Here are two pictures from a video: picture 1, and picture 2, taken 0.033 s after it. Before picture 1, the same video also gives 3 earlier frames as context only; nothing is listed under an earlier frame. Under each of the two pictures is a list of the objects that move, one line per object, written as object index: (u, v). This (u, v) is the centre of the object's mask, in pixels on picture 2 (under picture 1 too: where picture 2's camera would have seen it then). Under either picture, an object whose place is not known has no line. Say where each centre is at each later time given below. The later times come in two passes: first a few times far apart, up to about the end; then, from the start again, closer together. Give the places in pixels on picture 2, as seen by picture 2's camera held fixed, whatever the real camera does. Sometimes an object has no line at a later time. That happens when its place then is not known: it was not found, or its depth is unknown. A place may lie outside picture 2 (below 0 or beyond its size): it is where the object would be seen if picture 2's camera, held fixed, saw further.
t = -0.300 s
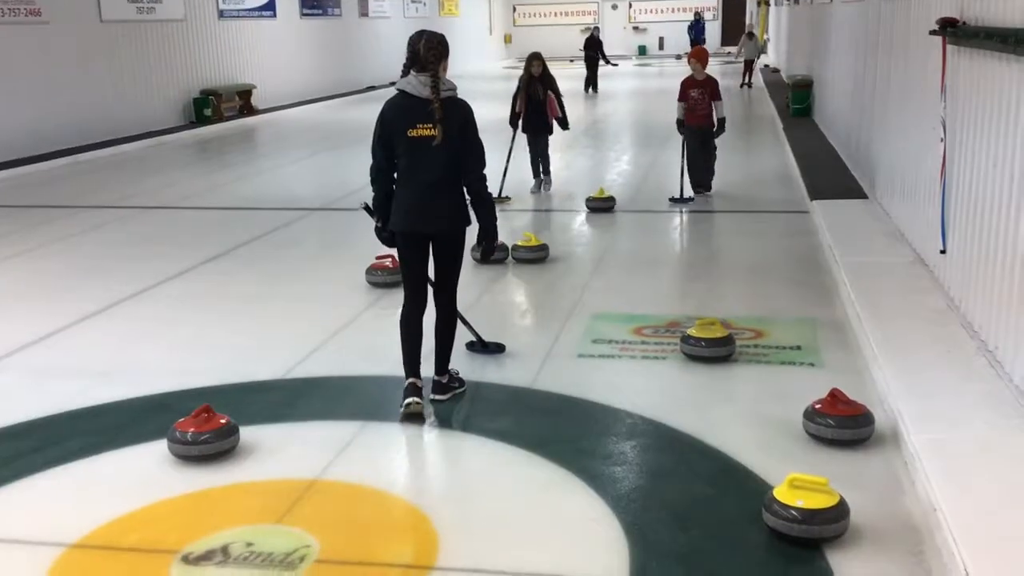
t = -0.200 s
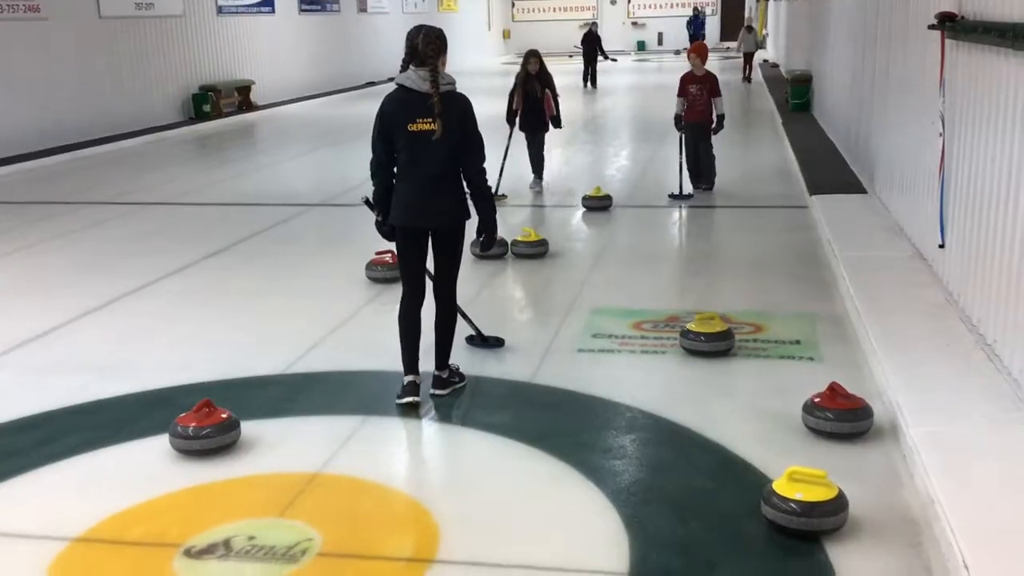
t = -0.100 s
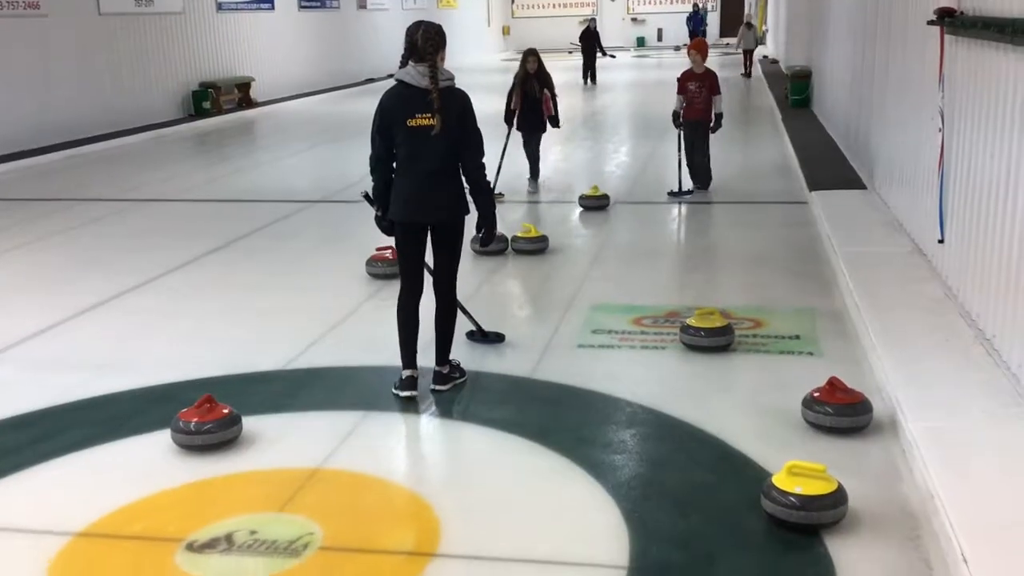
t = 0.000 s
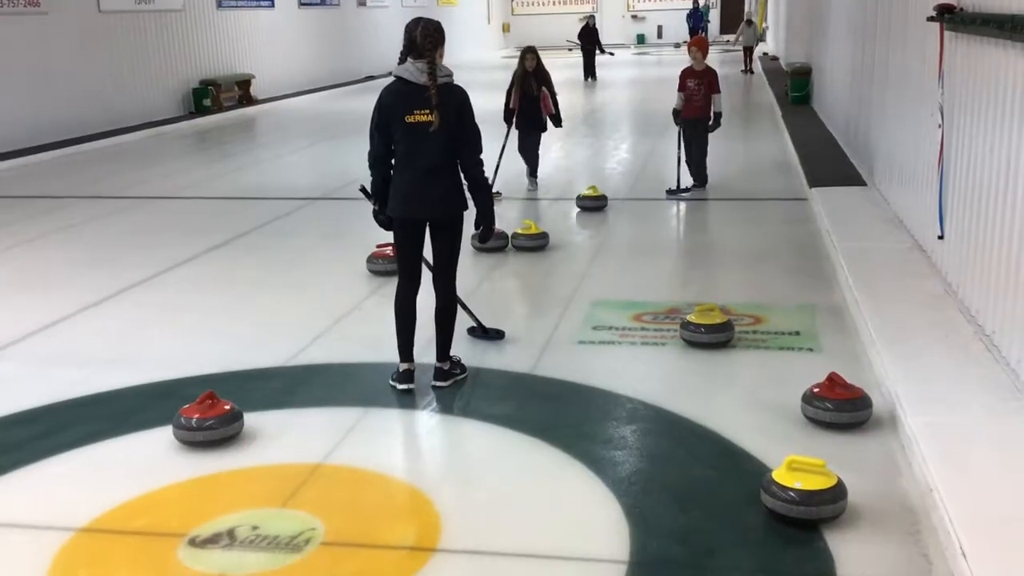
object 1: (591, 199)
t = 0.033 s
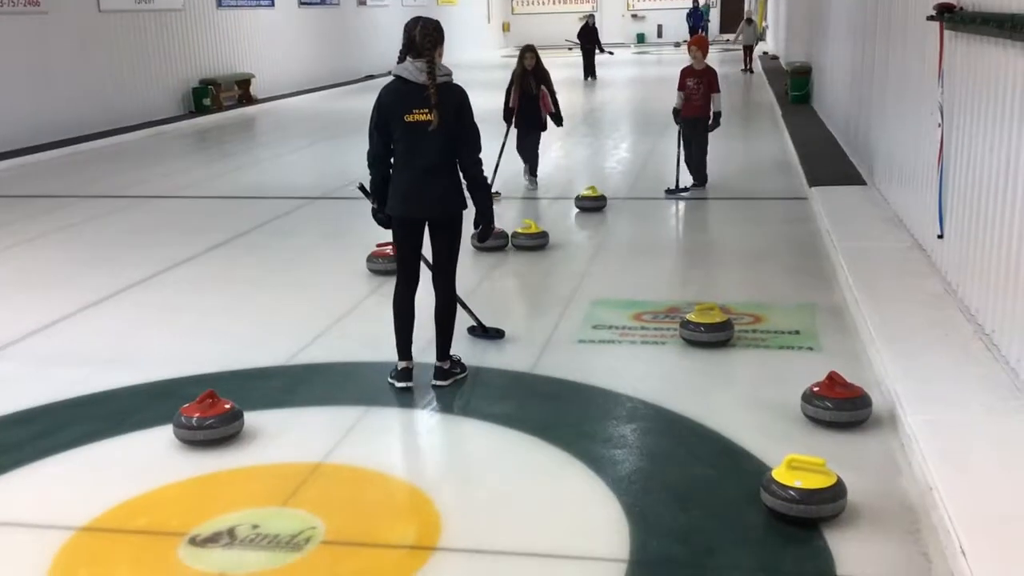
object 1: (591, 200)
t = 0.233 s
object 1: (585, 207)
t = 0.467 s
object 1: (577, 216)
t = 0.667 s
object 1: (570, 225)
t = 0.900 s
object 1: (569, 234)
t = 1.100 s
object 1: (582, 241)
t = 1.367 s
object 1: (600, 248)
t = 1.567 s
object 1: (614, 255)
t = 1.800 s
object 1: (631, 261)
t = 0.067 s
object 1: (590, 201)
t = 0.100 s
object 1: (589, 202)
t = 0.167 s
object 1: (587, 205)
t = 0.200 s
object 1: (586, 206)
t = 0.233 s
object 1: (585, 207)
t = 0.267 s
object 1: (584, 209)
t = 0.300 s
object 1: (583, 210)
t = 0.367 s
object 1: (580, 213)
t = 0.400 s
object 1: (579, 214)
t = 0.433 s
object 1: (578, 215)
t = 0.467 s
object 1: (577, 216)
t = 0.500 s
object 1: (576, 218)
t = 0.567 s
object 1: (574, 221)
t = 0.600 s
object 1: (572, 222)
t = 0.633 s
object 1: (571, 224)
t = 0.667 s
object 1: (570, 225)
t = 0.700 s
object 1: (569, 227)
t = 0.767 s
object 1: (566, 230)
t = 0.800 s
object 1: (566, 232)
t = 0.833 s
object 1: (566, 232)
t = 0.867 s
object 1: (567, 234)
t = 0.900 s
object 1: (569, 234)
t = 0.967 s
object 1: (574, 237)
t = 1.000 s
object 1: (576, 238)
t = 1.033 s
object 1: (578, 238)
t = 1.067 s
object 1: (580, 240)
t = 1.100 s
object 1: (582, 241)
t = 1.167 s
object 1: (587, 242)
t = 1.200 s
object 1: (589, 243)
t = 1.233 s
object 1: (591, 244)
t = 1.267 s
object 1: (594, 245)
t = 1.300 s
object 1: (596, 246)
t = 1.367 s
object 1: (600, 248)
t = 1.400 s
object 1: (603, 249)
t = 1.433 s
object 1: (605, 250)
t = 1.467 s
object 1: (607, 251)
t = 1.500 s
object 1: (610, 252)
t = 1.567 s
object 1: (614, 255)
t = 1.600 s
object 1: (617, 256)
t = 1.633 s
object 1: (619, 257)
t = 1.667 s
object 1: (621, 257)
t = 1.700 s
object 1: (624, 259)
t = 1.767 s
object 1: (629, 260)
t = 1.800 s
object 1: (631, 261)
